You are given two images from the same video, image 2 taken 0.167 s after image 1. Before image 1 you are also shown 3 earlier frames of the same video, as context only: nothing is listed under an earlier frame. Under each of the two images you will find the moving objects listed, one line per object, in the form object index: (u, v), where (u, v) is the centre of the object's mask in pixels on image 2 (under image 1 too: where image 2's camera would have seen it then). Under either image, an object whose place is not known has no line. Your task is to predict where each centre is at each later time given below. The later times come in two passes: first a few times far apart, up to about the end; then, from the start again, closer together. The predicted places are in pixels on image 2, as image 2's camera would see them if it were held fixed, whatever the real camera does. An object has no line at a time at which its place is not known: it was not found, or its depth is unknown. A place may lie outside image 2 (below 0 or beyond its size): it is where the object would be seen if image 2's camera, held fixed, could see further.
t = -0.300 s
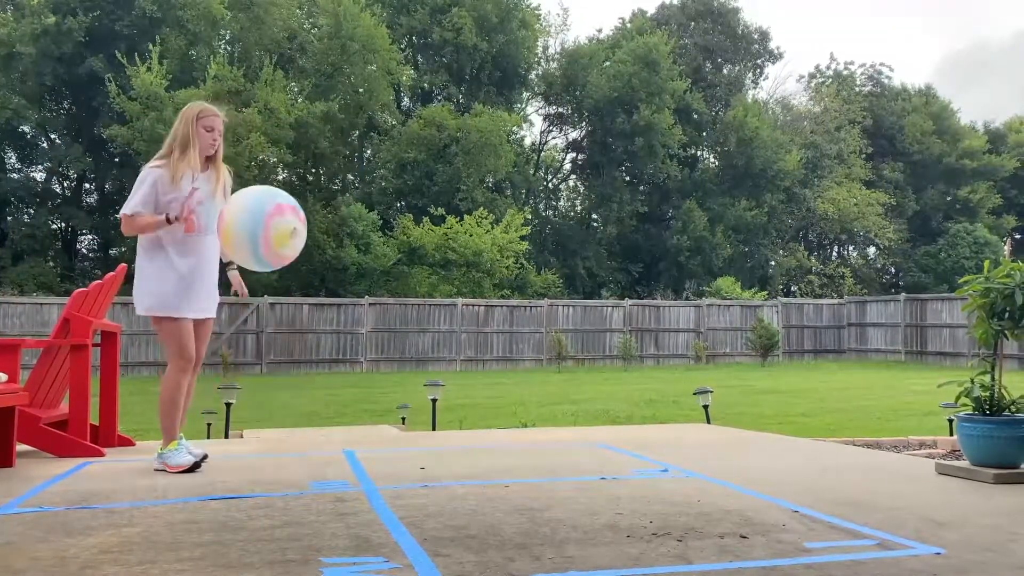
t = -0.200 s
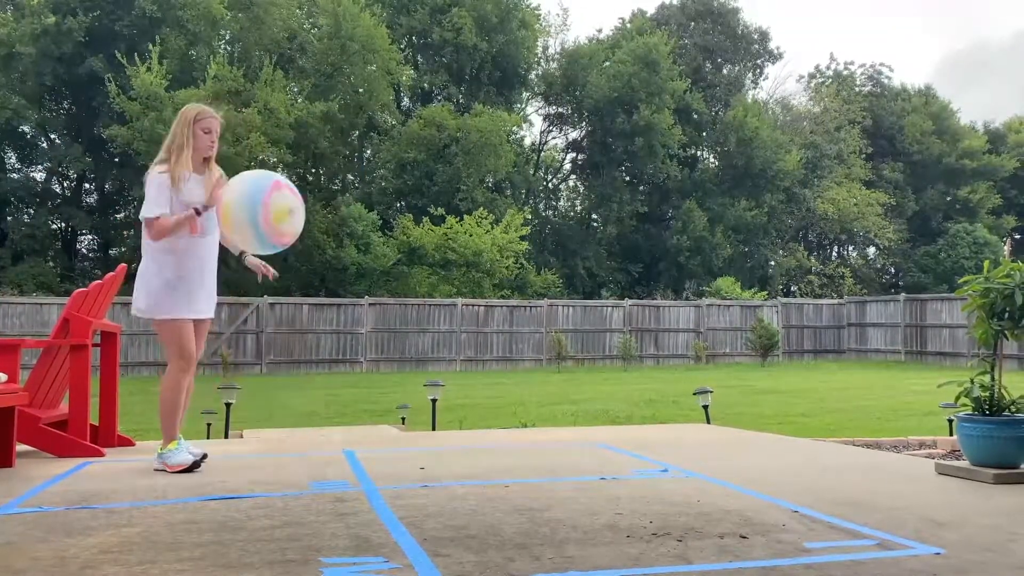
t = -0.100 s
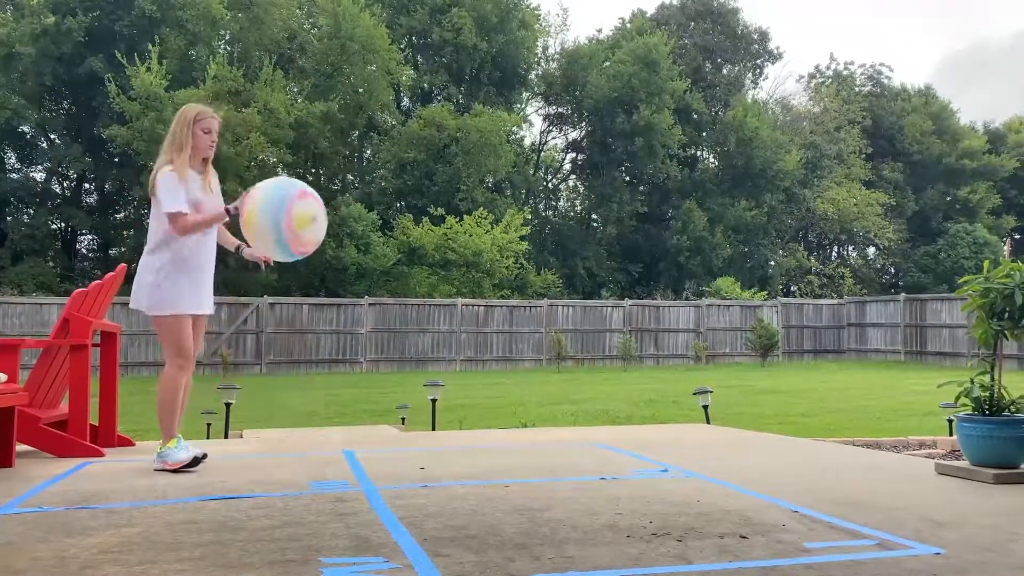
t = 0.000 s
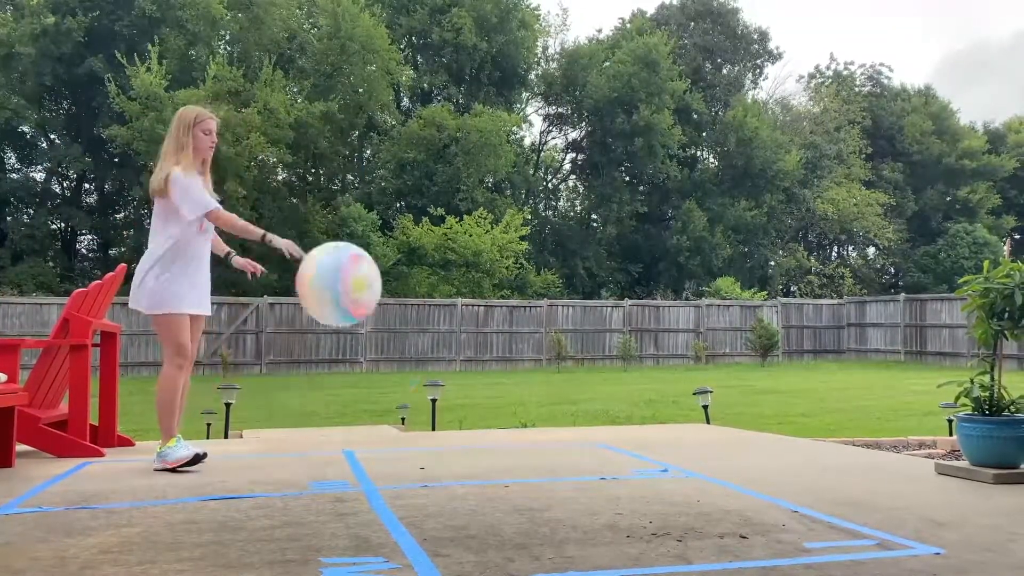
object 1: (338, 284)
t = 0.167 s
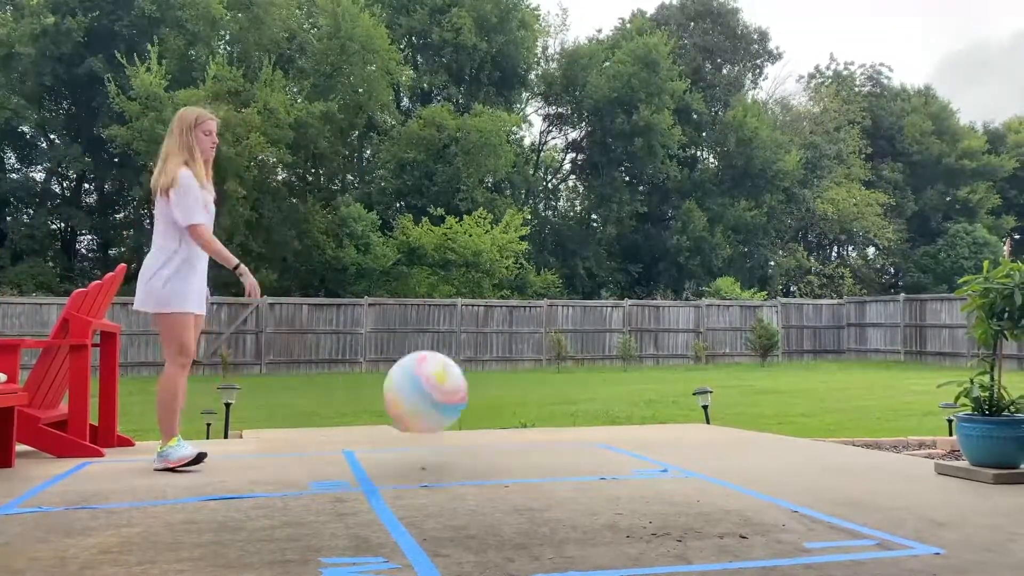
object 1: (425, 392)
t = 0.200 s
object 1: (437, 358)
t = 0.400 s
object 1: (497, 203)
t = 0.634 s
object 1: (553, 125)
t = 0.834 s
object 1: (593, 137)
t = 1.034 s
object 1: (626, 215)
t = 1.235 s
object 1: (648, 353)
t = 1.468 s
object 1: (679, 325)
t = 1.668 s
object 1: (710, 246)
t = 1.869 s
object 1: (737, 235)
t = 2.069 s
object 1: (761, 289)
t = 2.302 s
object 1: (784, 423)
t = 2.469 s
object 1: (798, 334)
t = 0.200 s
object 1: (437, 358)
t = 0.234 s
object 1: (448, 326)
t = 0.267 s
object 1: (459, 297)
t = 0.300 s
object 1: (469, 270)
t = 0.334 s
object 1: (478, 245)
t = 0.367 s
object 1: (488, 223)
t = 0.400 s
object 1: (497, 203)
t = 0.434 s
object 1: (505, 186)
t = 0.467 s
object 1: (514, 170)
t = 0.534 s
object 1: (530, 146)
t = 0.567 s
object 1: (538, 137)
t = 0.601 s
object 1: (546, 130)
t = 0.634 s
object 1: (553, 125)
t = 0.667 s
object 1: (560, 122)
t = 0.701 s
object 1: (567, 121)
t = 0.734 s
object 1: (574, 122)
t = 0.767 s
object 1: (581, 125)
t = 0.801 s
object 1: (587, 130)
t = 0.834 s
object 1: (593, 137)
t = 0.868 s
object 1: (599, 145)
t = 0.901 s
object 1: (605, 156)
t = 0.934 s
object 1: (611, 168)
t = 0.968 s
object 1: (616, 182)
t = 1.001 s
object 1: (621, 198)
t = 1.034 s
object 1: (626, 215)
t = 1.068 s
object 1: (630, 234)
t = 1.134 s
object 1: (639, 277)
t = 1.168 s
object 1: (642, 301)
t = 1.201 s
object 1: (645, 326)
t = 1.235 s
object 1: (648, 353)
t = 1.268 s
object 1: (651, 382)
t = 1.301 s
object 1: (653, 412)
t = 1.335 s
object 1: (656, 418)
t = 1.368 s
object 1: (662, 391)
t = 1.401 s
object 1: (668, 367)
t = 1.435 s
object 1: (674, 345)
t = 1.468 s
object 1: (679, 325)
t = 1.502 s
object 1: (685, 307)
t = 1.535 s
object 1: (690, 291)
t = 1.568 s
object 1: (695, 277)
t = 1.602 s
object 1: (700, 265)
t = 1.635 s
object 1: (705, 254)
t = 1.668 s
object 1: (710, 246)
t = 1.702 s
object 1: (715, 239)
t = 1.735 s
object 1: (720, 235)
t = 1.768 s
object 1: (724, 232)
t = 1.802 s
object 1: (729, 231)
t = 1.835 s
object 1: (733, 232)
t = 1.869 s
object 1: (737, 235)
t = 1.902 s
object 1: (741, 239)
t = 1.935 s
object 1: (745, 246)
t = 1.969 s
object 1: (750, 254)
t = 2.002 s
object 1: (754, 264)
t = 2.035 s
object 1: (758, 276)
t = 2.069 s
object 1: (761, 289)
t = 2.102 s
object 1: (765, 305)
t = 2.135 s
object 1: (769, 322)
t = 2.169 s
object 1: (772, 340)
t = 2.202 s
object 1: (775, 361)
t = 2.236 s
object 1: (778, 383)
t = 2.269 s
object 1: (782, 407)
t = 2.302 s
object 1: (784, 423)
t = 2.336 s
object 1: (787, 402)
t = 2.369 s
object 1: (790, 382)
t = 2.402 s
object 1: (792, 364)
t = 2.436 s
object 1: (796, 348)
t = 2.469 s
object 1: (798, 334)
